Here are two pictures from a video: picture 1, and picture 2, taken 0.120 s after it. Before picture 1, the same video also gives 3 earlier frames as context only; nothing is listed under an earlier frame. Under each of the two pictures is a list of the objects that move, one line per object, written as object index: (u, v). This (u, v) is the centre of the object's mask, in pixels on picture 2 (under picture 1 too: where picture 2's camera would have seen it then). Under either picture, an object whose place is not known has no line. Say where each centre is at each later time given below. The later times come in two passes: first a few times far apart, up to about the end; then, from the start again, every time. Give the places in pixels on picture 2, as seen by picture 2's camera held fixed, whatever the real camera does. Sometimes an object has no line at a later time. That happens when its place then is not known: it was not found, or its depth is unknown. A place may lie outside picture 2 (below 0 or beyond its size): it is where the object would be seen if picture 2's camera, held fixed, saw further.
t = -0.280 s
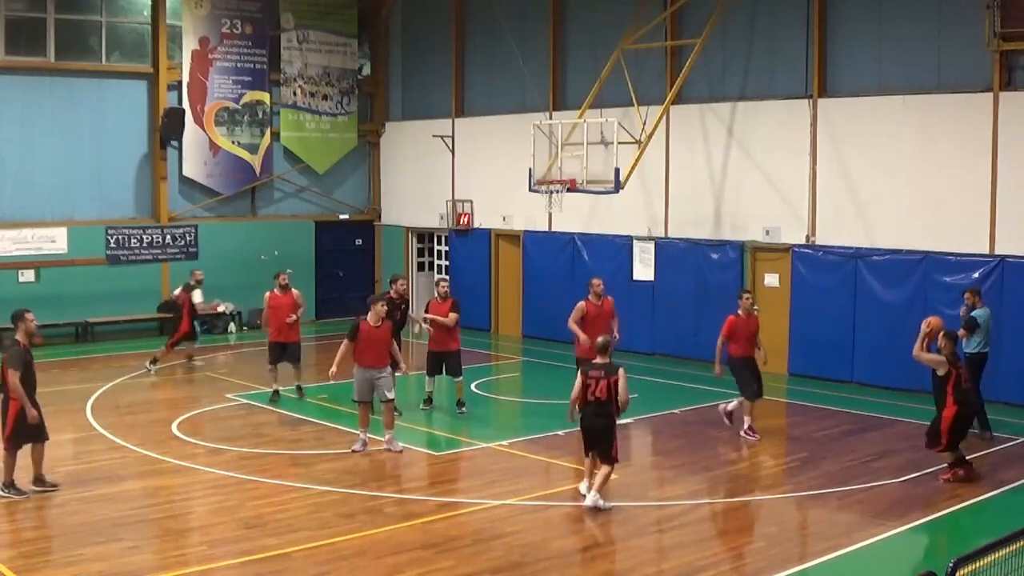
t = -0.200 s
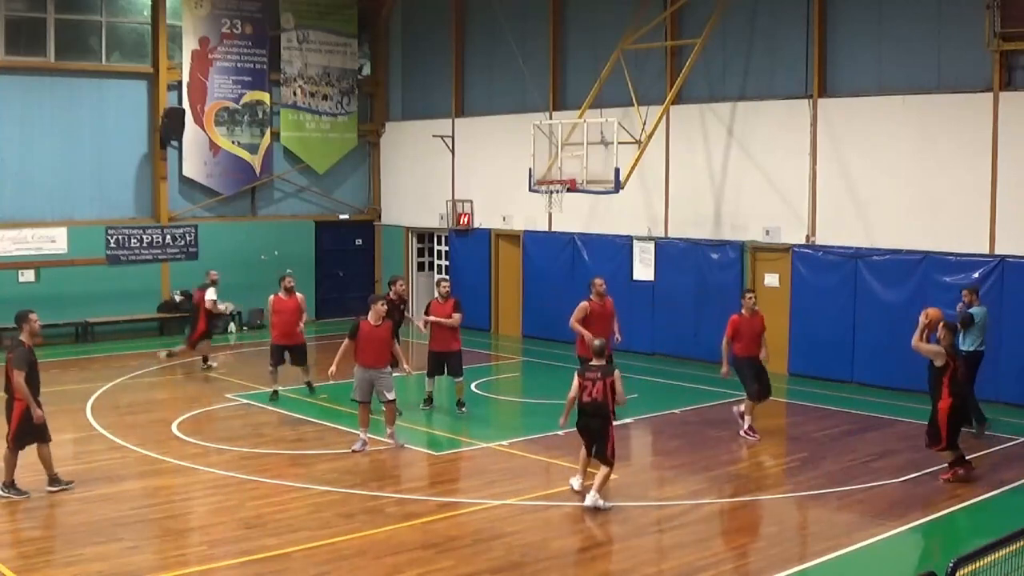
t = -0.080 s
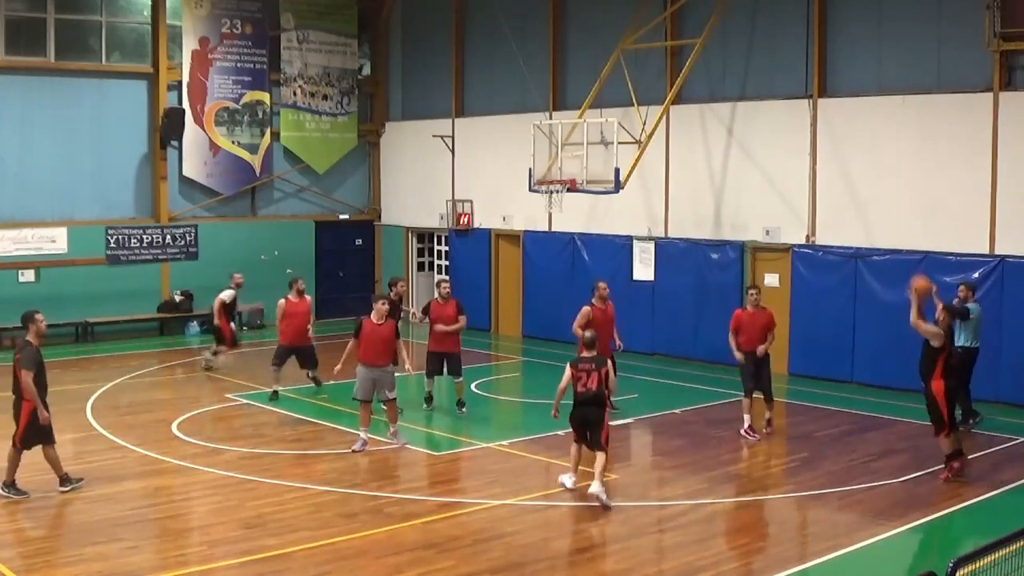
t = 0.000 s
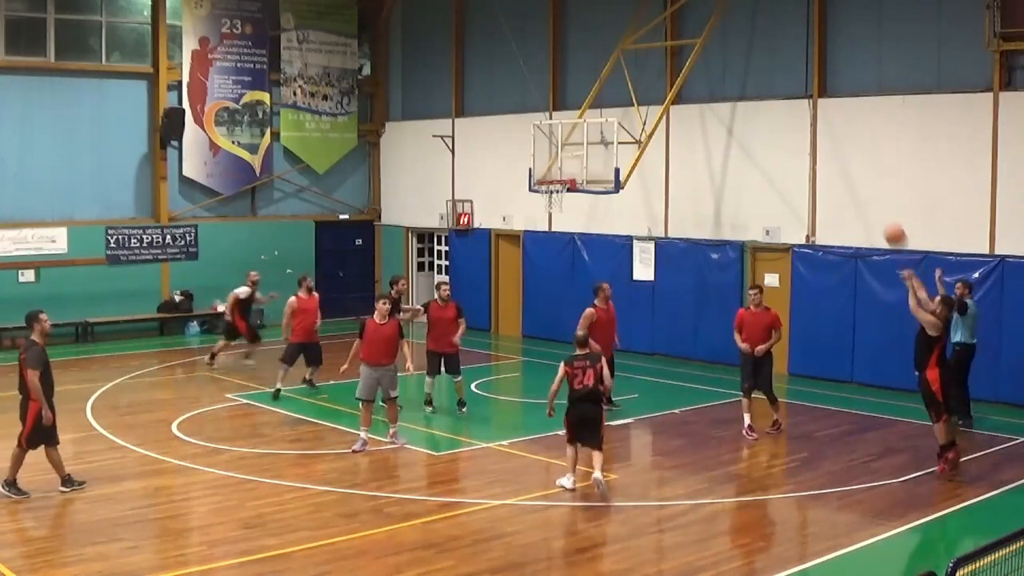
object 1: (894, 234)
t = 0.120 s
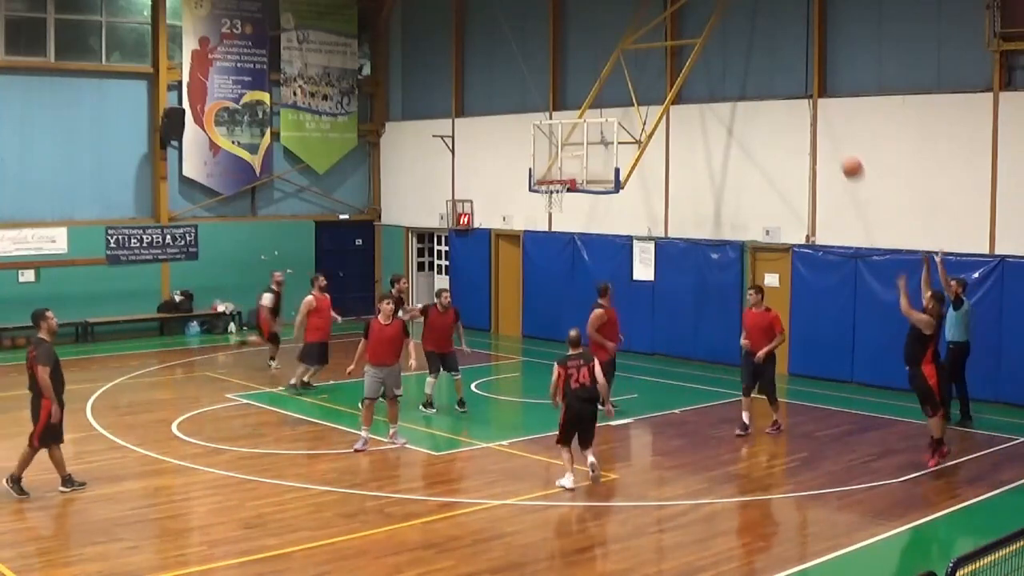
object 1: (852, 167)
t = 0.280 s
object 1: (798, 102)
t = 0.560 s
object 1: (716, 51)
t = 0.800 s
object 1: (654, 58)
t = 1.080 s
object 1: (593, 115)
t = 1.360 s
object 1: (547, 174)
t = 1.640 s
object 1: (581, 152)
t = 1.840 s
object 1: (606, 169)
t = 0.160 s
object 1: (838, 149)
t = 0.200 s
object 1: (825, 132)
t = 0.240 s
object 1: (811, 116)
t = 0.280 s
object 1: (798, 102)
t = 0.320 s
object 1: (786, 90)
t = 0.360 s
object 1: (774, 79)
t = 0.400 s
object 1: (762, 71)
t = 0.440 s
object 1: (750, 64)
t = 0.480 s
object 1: (738, 58)
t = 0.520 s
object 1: (727, 53)
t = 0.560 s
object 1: (716, 51)
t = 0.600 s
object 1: (706, 49)
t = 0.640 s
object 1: (694, 48)
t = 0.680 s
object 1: (684, 48)
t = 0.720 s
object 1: (674, 51)
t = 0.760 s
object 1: (664, 54)
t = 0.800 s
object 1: (654, 58)
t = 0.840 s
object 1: (645, 62)
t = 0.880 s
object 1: (636, 68)
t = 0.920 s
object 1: (627, 76)
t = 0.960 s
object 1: (618, 84)
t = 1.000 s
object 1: (609, 93)
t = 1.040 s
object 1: (601, 104)
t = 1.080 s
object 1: (593, 115)
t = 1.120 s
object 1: (584, 127)
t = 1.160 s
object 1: (576, 140)
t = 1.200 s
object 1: (569, 153)
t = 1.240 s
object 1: (561, 168)
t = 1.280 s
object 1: (553, 175)
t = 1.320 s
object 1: (545, 178)
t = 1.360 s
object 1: (547, 174)
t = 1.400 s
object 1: (551, 167)
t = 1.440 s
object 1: (557, 161)
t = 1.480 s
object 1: (561, 157)
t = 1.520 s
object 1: (566, 155)
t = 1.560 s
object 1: (571, 152)
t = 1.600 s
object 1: (576, 152)
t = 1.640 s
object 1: (581, 152)
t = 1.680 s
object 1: (586, 153)
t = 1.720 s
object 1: (591, 155)
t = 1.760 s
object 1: (596, 159)
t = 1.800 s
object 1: (601, 163)
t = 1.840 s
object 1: (606, 169)
